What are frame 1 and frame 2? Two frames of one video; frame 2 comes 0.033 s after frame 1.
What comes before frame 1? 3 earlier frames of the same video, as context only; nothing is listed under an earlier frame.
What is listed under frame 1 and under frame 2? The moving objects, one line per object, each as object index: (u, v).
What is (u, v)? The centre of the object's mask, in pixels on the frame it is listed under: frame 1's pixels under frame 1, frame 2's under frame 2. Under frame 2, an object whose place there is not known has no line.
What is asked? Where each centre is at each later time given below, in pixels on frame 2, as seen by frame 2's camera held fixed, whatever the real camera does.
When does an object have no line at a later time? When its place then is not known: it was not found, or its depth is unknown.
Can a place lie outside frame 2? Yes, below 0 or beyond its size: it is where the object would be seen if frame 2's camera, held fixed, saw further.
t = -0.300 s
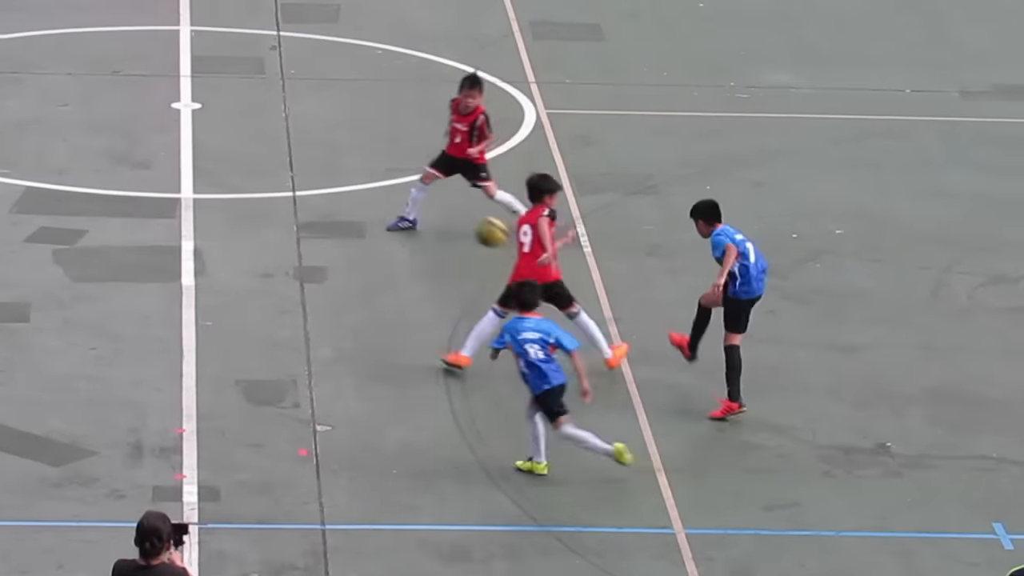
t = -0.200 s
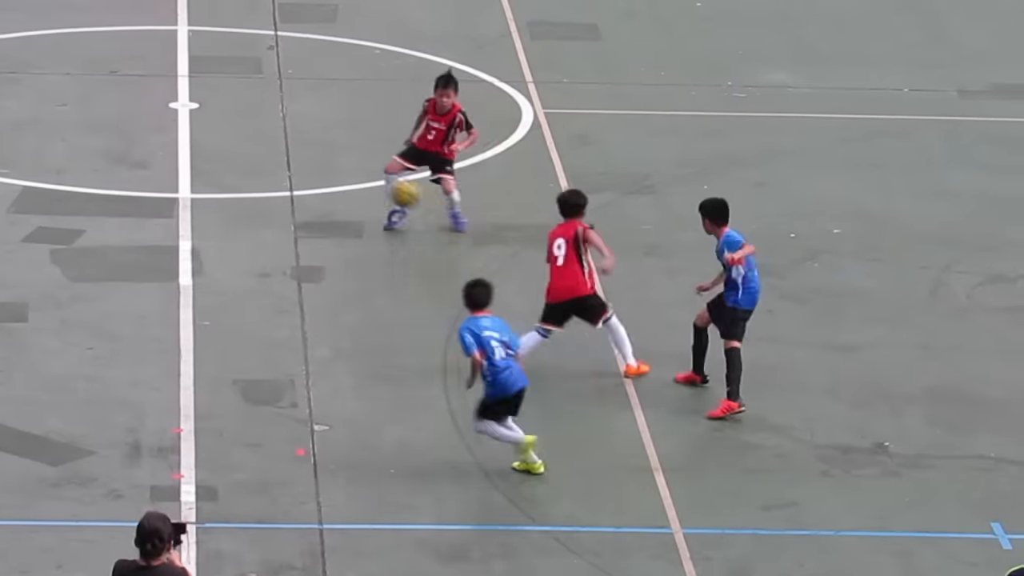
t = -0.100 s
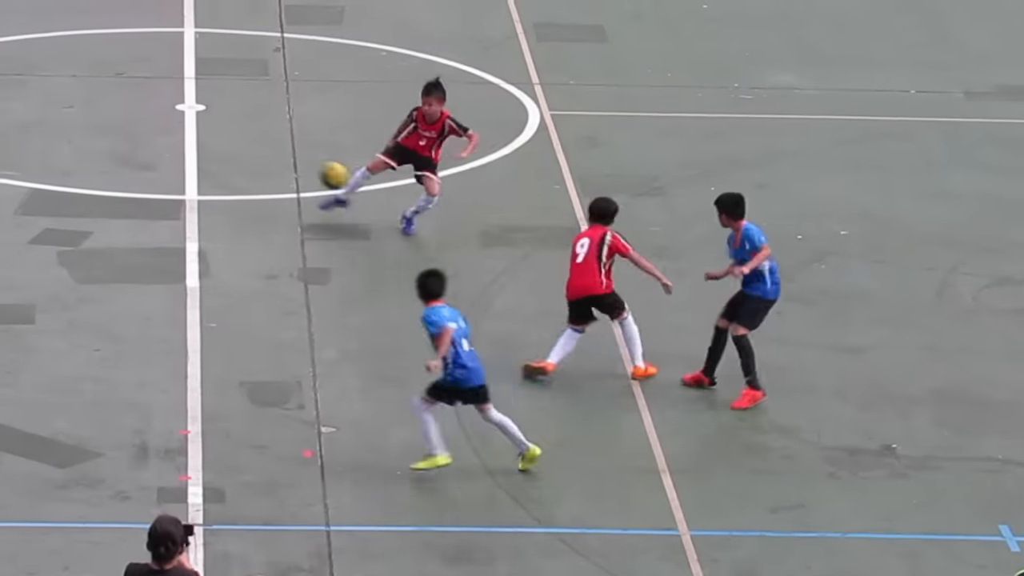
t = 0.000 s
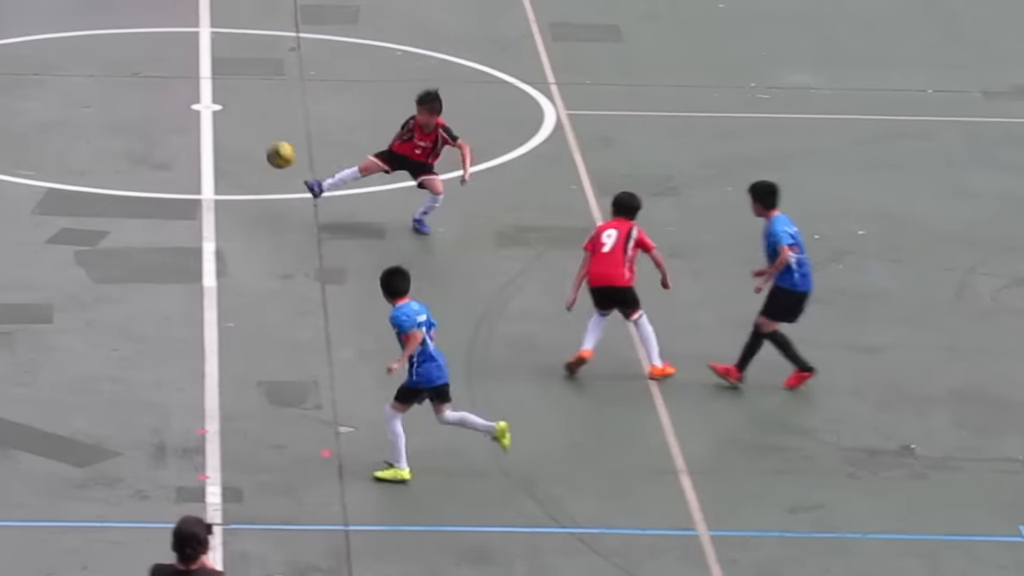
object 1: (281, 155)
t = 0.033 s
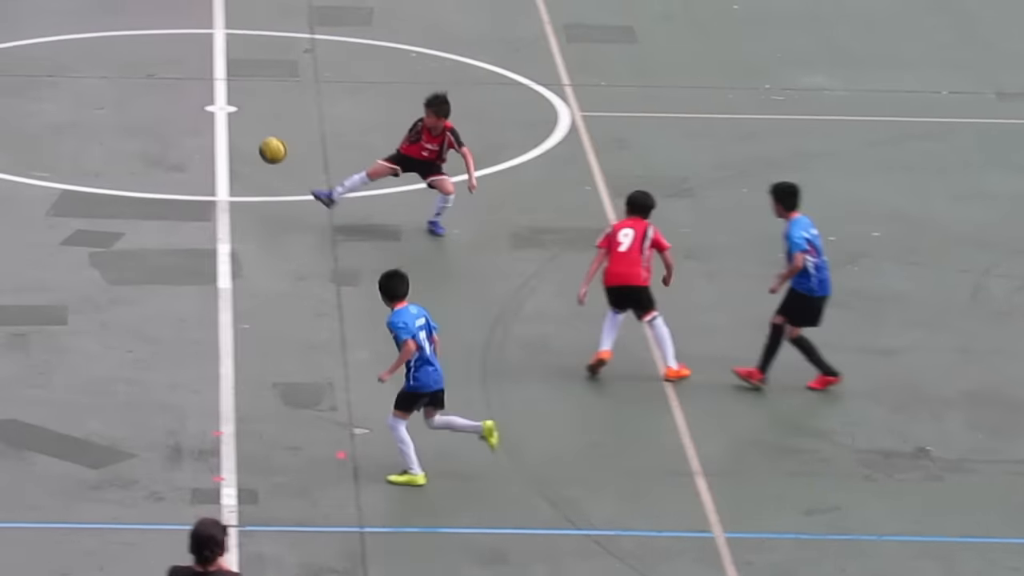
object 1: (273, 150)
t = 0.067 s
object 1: (252, 145)
